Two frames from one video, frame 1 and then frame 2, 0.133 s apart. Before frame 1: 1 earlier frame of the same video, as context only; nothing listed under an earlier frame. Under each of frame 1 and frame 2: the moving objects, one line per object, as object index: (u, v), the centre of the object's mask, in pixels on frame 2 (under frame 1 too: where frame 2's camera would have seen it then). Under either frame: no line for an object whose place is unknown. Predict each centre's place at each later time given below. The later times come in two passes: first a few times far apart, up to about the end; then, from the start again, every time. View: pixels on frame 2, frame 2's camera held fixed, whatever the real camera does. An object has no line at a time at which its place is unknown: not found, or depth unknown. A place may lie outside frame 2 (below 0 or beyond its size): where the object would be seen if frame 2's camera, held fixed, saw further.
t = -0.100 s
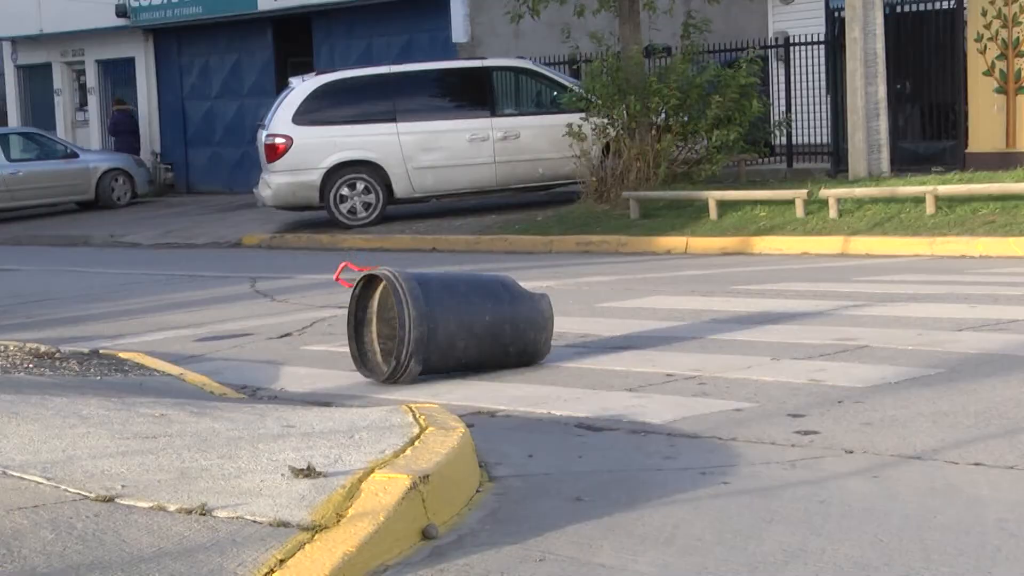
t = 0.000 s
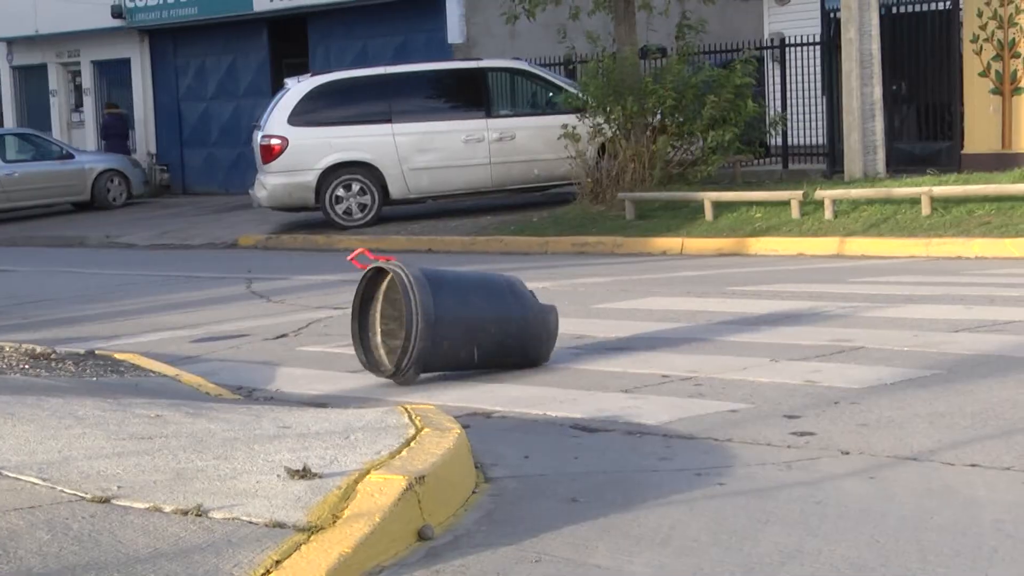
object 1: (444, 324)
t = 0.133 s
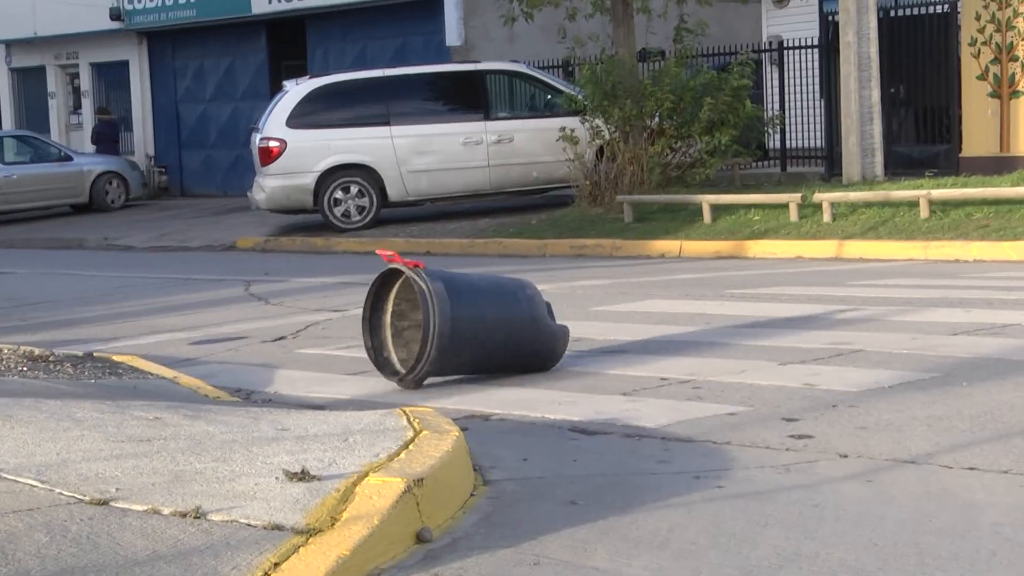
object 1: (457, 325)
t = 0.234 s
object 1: (468, 326)
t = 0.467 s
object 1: (500, 330)
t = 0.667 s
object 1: (542, 330)
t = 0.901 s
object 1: (592, 325)
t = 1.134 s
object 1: (641, 330)
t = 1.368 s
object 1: (679, 328)
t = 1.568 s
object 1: (716, 323)
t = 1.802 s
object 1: (755, 319)
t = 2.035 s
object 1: (799, 325)
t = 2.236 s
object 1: (846, 324)
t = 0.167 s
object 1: (460, 324)
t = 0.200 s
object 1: (464, 325)
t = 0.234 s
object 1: (468, 326)
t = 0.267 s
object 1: (471, 329)
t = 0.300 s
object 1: (475, 331)
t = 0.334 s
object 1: (479, 330)
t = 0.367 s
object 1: (484, 330)
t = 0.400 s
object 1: (489, 330)
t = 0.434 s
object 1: (494, 329)
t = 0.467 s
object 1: (500, 330)
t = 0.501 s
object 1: (506, 330)
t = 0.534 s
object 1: (513, 330)
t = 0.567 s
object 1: (520, 330)
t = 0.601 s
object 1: (527, 330)
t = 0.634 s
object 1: (534, 331)
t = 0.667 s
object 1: (542, 330)
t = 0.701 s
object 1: (549, 328)
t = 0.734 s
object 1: (556, 326)
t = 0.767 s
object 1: (564, 326)
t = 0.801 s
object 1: (571, 326)
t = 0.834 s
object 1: (578, 327)
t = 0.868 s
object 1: (585, 326)
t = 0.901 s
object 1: (592, 325)
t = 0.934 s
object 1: (600, 326)
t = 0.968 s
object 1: (606, 329)
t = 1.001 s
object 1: (612, 332)
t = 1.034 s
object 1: (618, 331)
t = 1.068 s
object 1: (625, 330)
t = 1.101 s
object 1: (631, 330)
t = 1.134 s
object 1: (641, 330)
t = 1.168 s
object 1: (646, 329)
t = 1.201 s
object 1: (653, 329)
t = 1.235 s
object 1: (655, 329)
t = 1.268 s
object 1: (663, 329)
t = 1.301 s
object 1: (667, 328)
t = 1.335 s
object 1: (675, 329)
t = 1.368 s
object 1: (679, 328)
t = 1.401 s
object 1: (685, 328)
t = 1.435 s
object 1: (692, 328)
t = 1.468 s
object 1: (698, 328)
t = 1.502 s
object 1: (704, 327)
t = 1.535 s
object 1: (711, 325)
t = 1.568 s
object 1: (716, 323)
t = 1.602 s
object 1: (722, 321)
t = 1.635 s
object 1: (727, 321)
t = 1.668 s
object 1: (732, 320)
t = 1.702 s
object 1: (738, 320)
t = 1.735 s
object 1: (744, 320)
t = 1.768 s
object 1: (749, 319)
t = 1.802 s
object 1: (755, 319)
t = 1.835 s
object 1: (760, 319)
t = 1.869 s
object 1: (766, 320)
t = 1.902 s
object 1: (772, 322)
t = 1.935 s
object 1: (778, 324)
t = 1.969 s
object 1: (785, 326)
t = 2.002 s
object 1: (792, 325)
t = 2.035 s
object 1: (799, 325)
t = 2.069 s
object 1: (807, 325)
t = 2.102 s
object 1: (815, 324)
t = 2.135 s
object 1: (822, 325)
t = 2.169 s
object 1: (830, 324)
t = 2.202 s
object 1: (838, 324)
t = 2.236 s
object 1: (846, 324)
